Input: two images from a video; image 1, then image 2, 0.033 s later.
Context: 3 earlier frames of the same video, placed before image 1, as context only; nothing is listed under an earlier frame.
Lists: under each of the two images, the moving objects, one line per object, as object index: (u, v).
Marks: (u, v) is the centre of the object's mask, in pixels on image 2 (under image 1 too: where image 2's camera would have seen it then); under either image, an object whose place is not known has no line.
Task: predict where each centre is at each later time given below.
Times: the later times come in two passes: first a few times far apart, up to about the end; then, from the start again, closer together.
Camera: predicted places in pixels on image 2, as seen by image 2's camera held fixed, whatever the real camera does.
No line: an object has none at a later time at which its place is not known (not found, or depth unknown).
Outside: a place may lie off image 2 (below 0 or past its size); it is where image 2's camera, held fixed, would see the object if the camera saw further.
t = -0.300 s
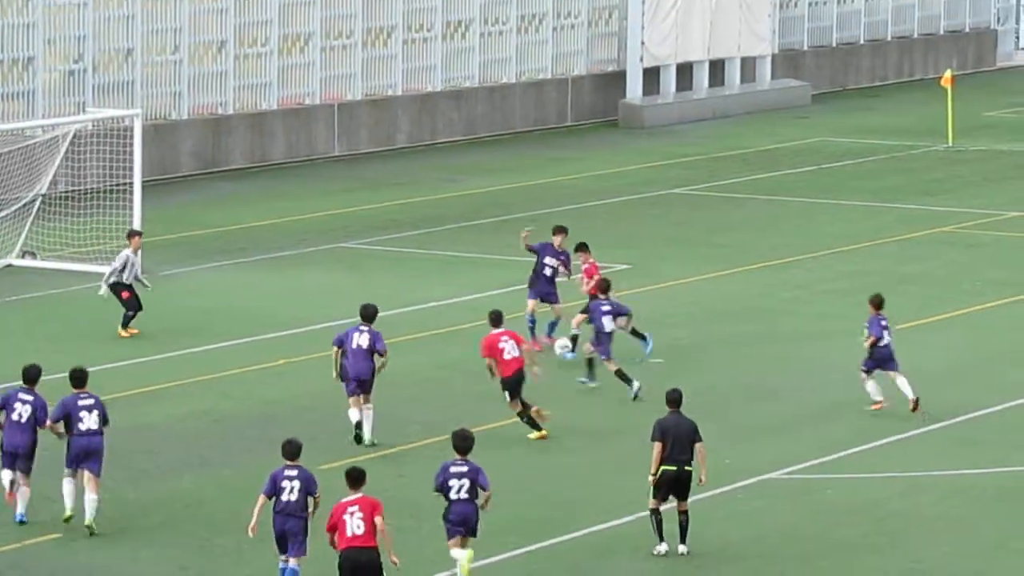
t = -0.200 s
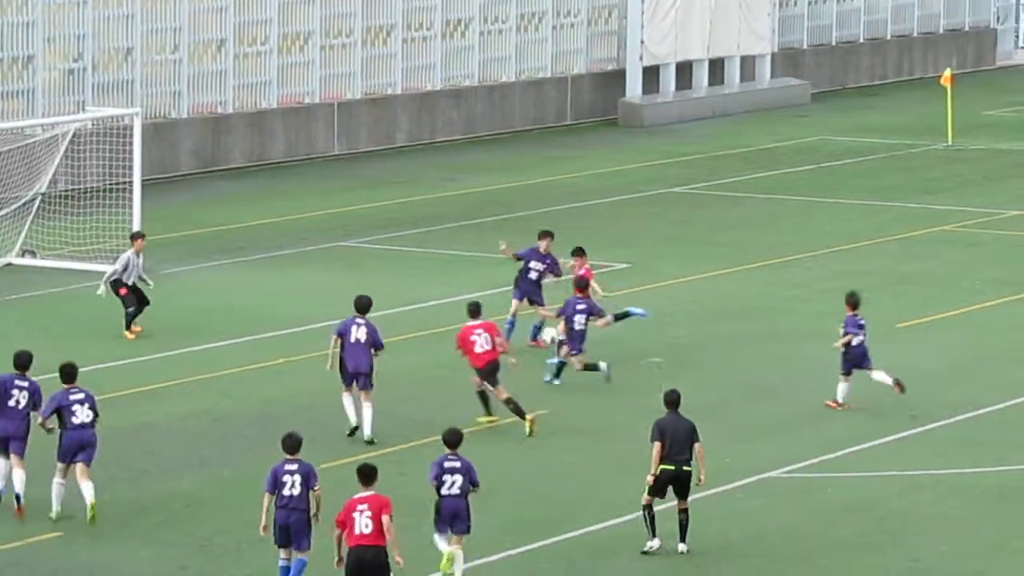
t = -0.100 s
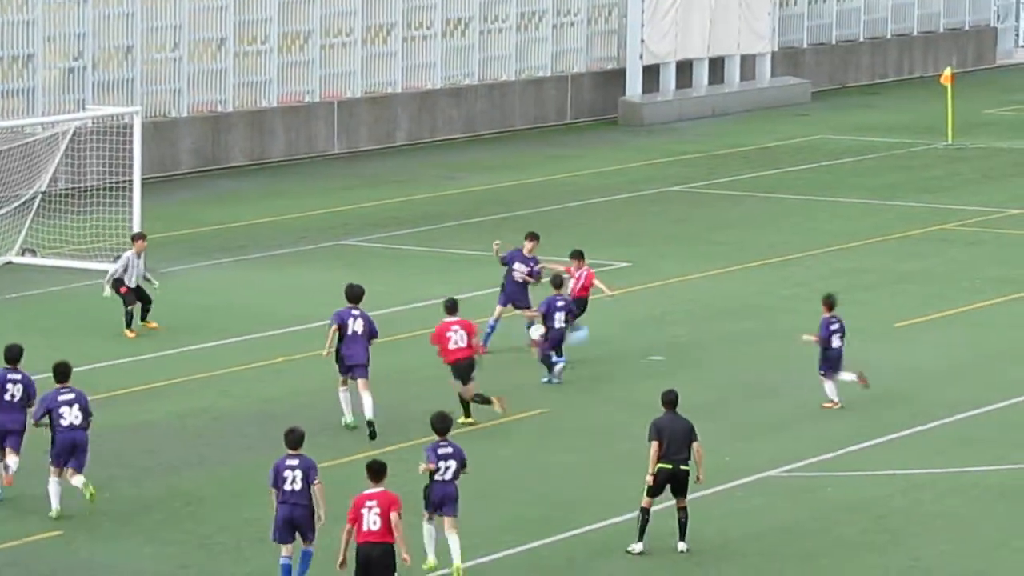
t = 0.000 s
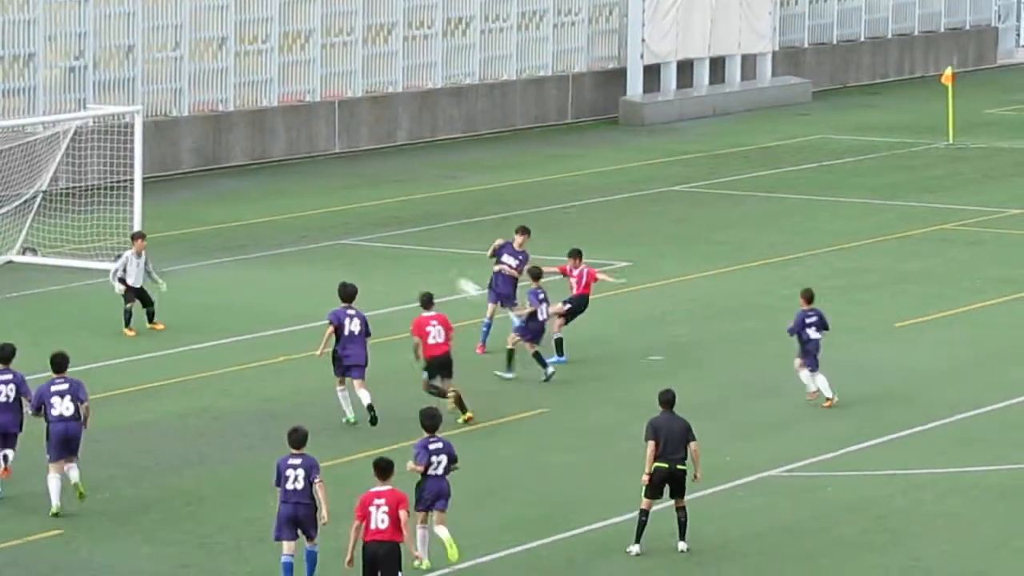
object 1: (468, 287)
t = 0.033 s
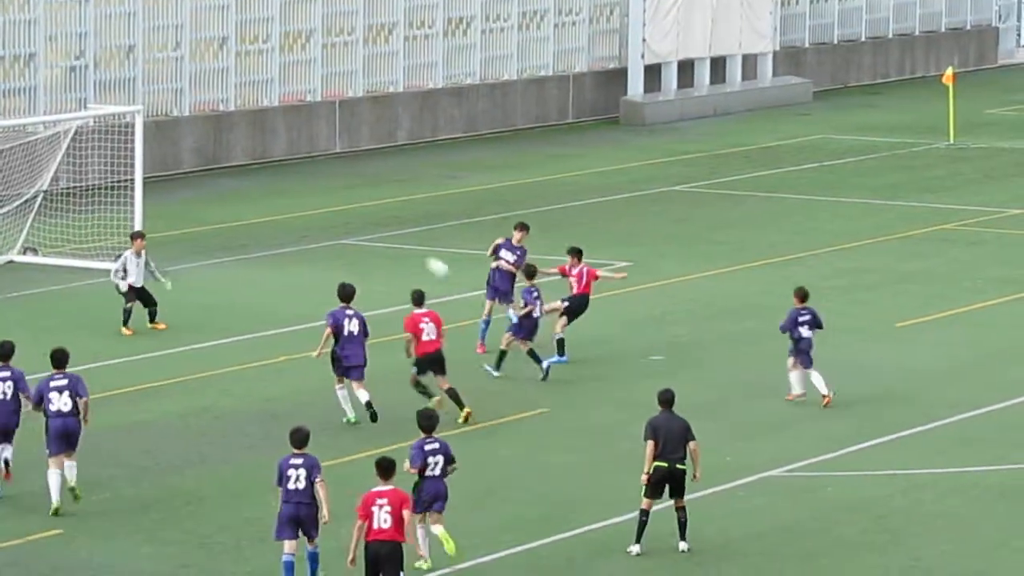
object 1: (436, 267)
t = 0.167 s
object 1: (316, 191)
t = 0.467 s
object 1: (72, 66)
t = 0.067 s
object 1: (406, 247)
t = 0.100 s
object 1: (375, 227)
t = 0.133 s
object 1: (344, 208)
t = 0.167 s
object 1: (316, 191)
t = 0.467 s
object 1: (72, 66)
